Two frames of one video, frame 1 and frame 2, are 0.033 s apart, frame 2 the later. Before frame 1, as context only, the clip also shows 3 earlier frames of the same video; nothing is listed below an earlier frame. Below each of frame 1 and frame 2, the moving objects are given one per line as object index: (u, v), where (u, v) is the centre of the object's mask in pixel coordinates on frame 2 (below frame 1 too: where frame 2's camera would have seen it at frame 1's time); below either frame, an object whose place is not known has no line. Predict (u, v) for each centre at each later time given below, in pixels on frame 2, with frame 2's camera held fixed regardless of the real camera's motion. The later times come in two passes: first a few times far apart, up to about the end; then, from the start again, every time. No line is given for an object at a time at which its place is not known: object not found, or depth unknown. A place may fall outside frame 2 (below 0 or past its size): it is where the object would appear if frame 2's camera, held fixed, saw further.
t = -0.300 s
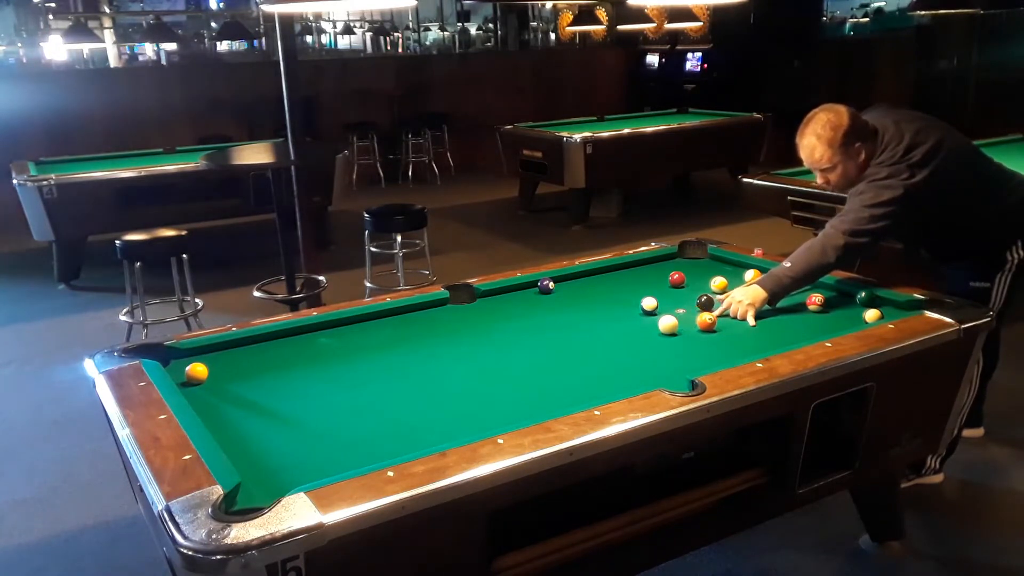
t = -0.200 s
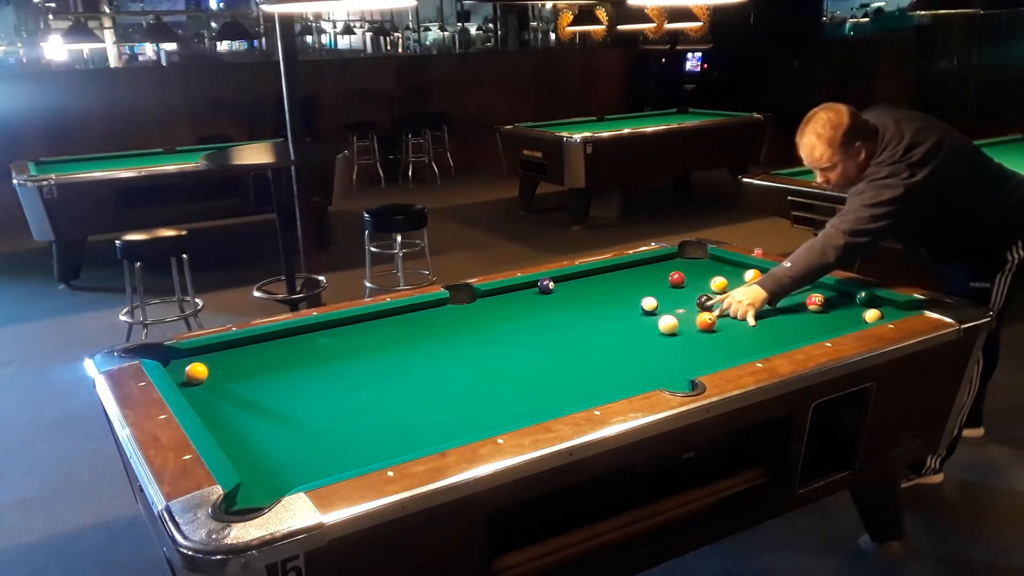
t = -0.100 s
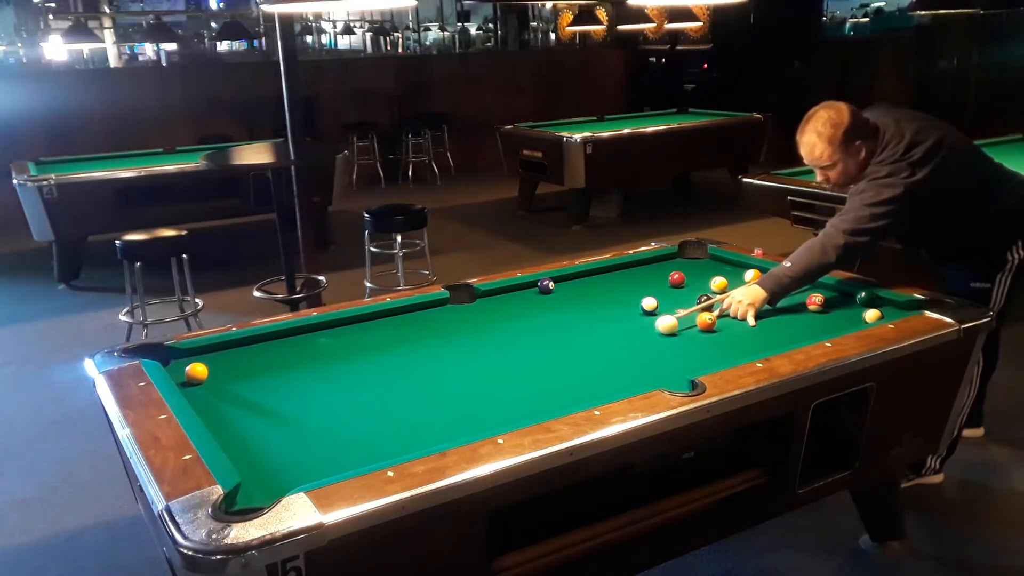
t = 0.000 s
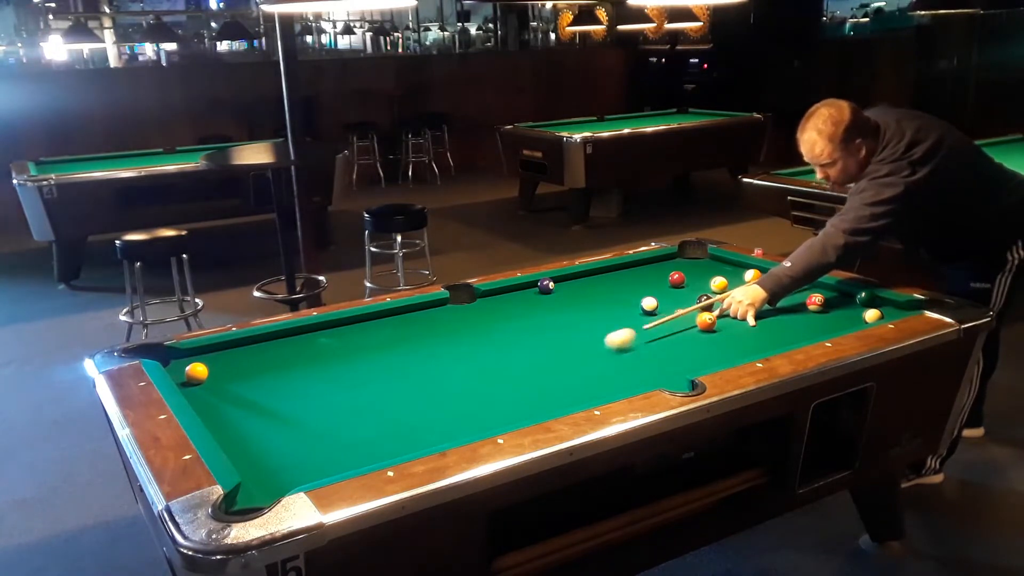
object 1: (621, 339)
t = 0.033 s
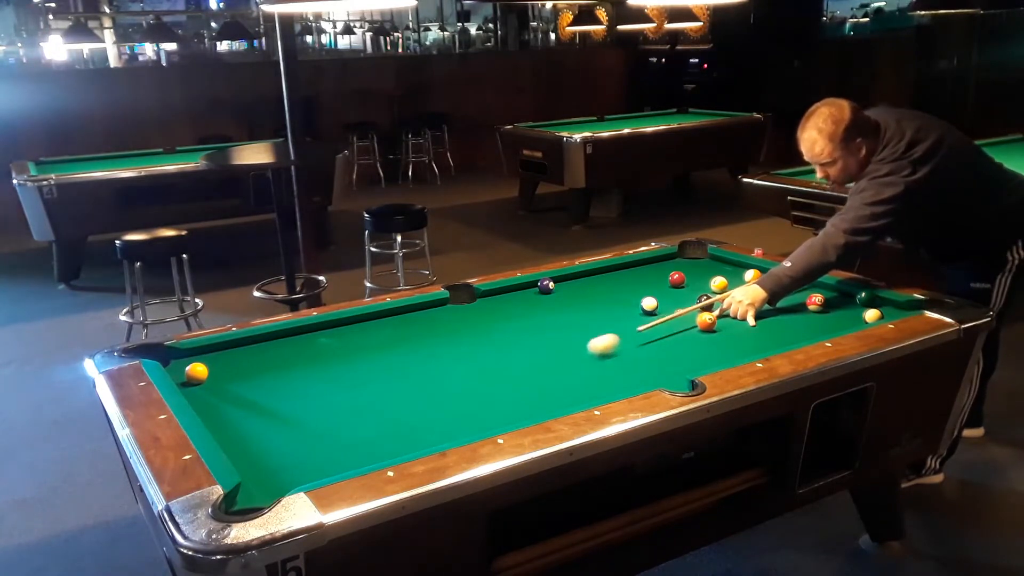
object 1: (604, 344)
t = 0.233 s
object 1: (491, 381)
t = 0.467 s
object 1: (329, 433)
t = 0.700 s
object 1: (314, 445)
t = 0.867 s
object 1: (383, 430)
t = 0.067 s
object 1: (586, 350)
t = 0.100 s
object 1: (569, 356)
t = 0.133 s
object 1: (550, 362)
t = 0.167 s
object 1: (531, 368)
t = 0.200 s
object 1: (511, 374)
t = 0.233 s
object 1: (491, 381)
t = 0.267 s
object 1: (470, 387)
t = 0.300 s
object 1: (448, 395)
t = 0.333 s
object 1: (427, 402)
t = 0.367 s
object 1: (403, 410)
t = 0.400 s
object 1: (379, 417)
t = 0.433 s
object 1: (355, 425)
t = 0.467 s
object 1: (329, 433)
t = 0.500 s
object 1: (303, 442)
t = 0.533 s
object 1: (274, 452)
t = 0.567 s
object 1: (250, 460)
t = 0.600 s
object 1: (259, 459)
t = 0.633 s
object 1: (278, 454)
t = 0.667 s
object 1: (297, 449)
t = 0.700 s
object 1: (314, 445)
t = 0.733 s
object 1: (329, 442)
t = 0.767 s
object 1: (342, 439)
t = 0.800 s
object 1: (356, 436)
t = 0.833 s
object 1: (369, 433)
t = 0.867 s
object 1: (383, 430)
